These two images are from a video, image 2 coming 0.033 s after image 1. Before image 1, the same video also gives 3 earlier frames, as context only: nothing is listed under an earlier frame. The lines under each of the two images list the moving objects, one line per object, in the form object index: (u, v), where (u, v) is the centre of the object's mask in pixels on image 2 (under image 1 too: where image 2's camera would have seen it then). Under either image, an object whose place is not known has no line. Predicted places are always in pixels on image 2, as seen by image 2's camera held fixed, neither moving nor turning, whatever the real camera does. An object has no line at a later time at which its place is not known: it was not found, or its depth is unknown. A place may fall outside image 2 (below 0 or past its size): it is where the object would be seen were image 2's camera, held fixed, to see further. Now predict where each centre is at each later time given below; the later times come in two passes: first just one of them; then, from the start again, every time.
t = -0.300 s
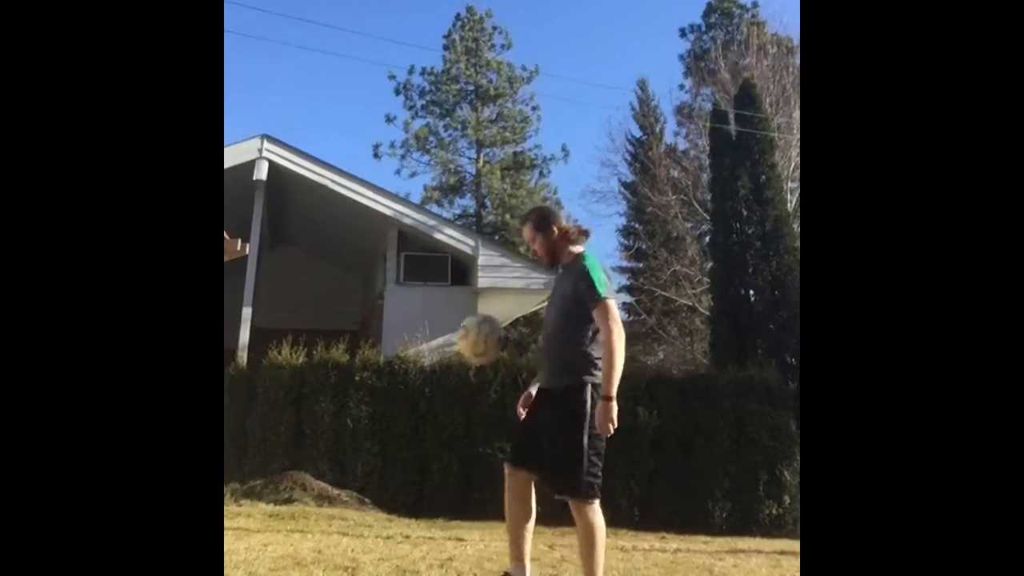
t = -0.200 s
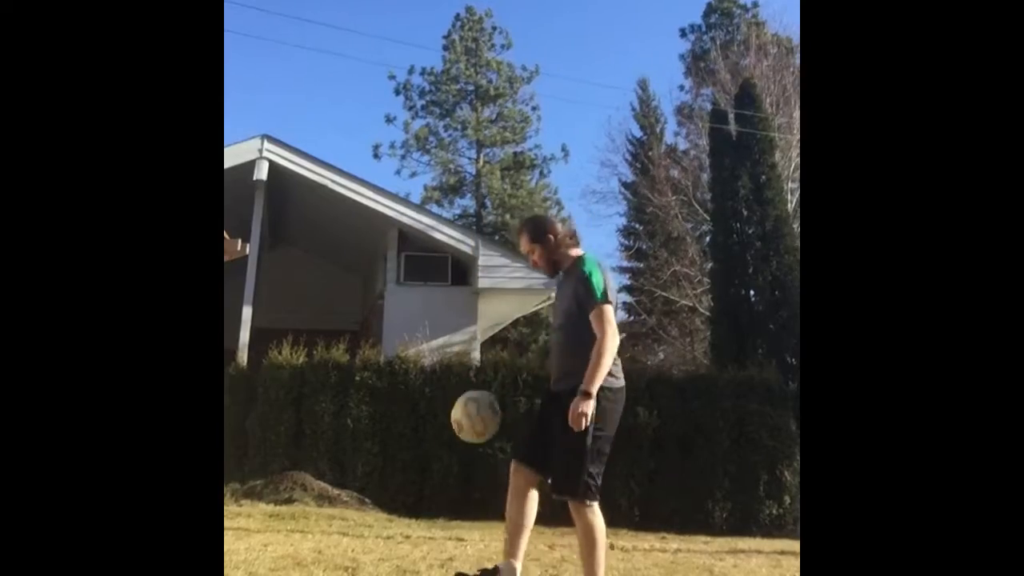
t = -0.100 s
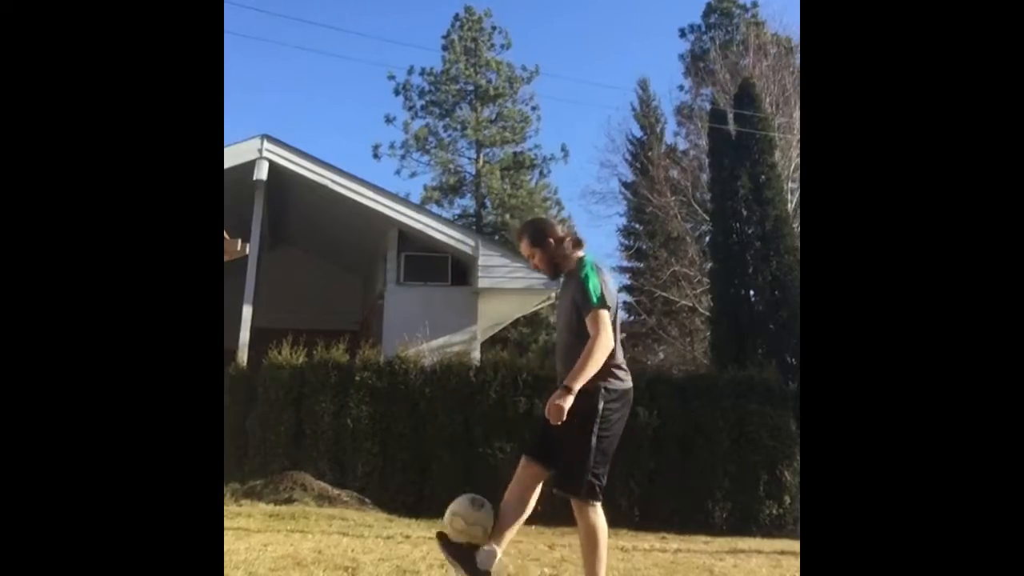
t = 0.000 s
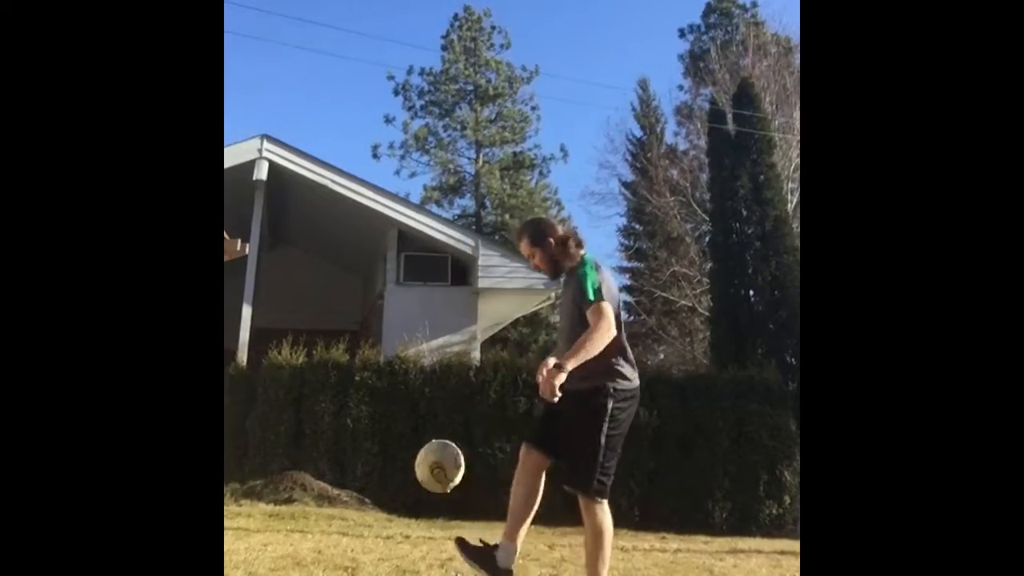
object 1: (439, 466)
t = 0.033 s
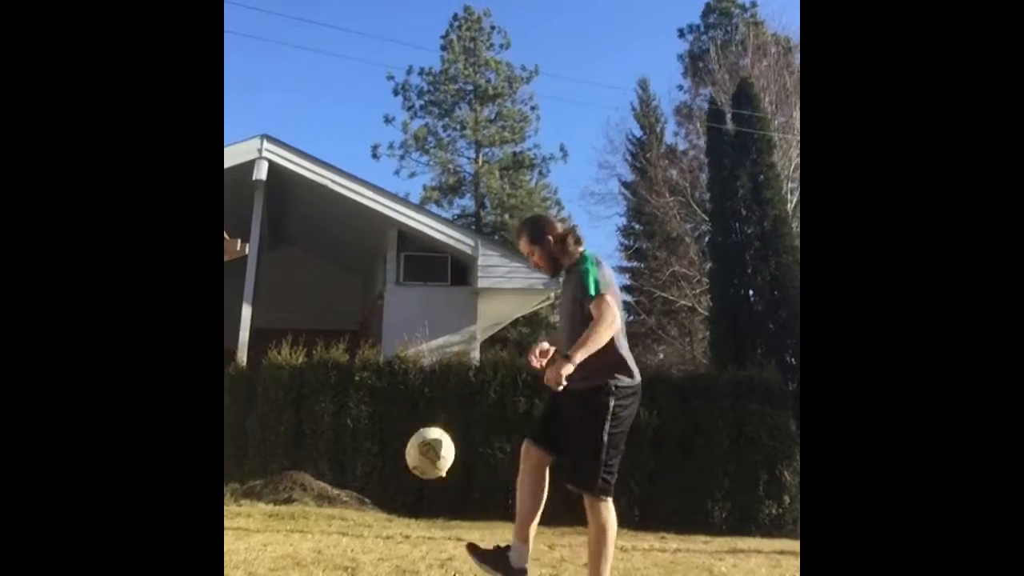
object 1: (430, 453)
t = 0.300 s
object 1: (360, 447)
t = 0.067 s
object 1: (421, 443)
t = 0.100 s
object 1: (412, 436)
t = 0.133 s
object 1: (403, 432)
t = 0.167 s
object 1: (395, 431)
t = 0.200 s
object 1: (386, 431)
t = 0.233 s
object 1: (377, 434)
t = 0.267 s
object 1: (369, 439)
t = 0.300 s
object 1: (360, 447)
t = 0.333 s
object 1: (351, 456)
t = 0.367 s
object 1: (343, 467)
